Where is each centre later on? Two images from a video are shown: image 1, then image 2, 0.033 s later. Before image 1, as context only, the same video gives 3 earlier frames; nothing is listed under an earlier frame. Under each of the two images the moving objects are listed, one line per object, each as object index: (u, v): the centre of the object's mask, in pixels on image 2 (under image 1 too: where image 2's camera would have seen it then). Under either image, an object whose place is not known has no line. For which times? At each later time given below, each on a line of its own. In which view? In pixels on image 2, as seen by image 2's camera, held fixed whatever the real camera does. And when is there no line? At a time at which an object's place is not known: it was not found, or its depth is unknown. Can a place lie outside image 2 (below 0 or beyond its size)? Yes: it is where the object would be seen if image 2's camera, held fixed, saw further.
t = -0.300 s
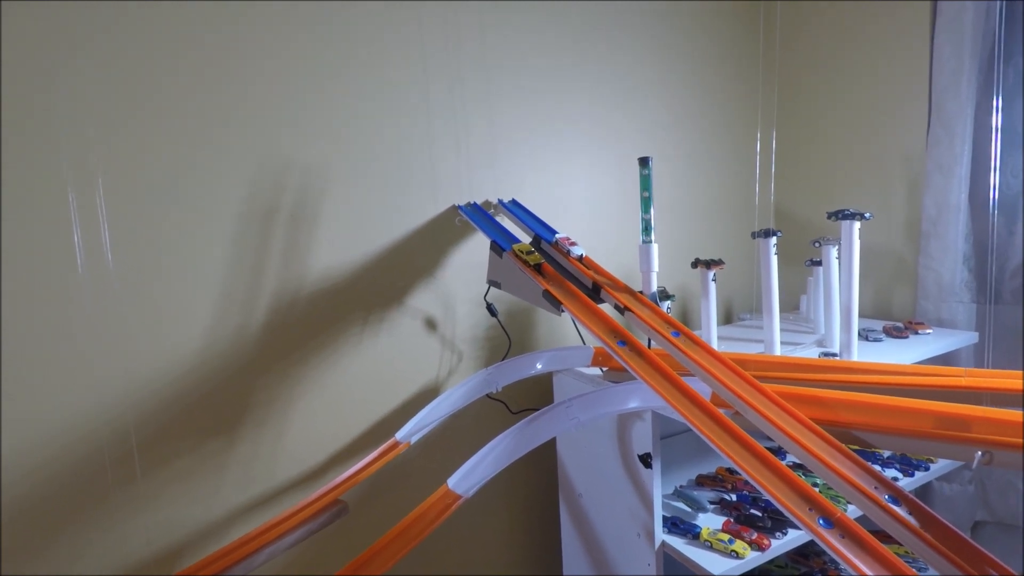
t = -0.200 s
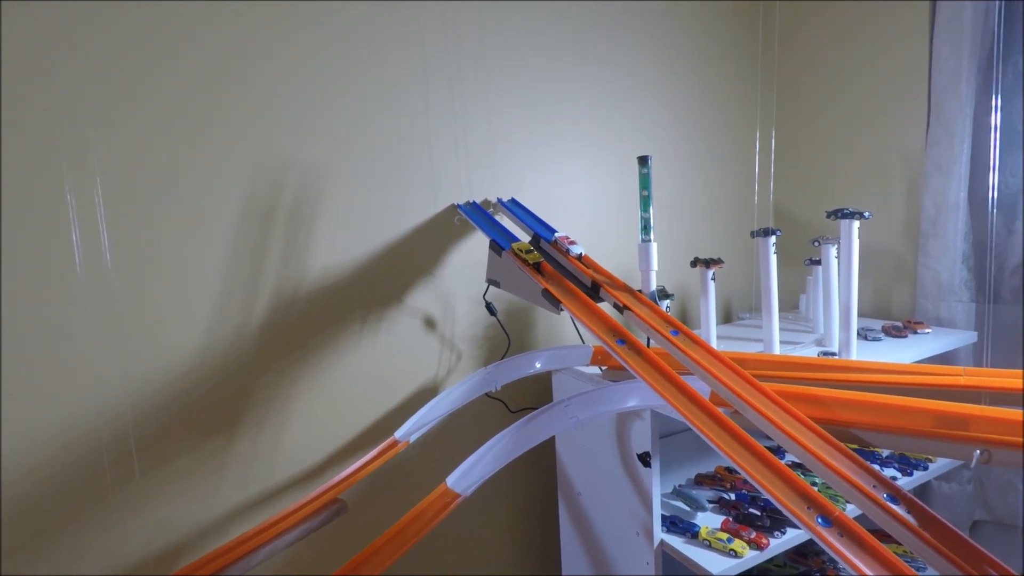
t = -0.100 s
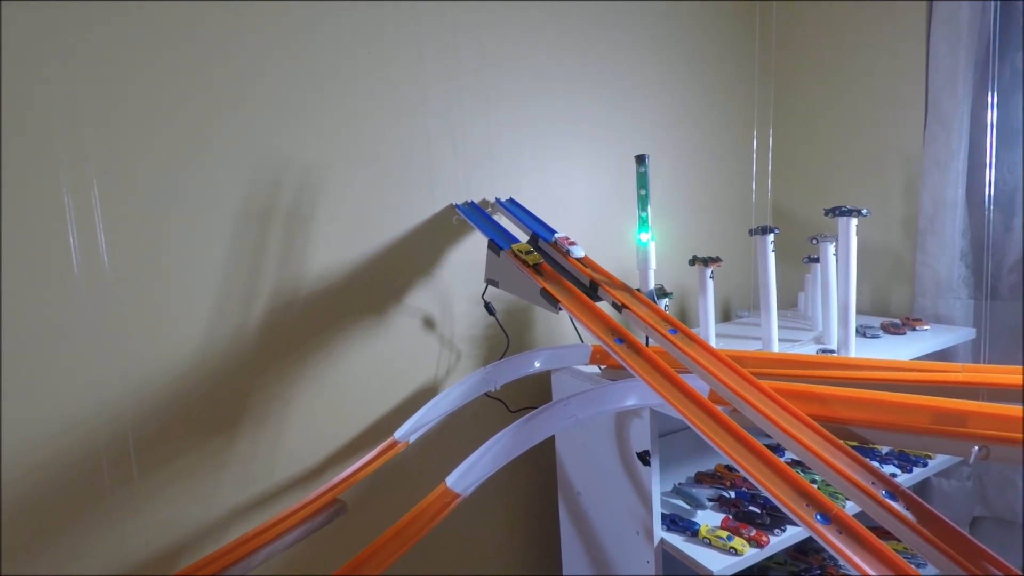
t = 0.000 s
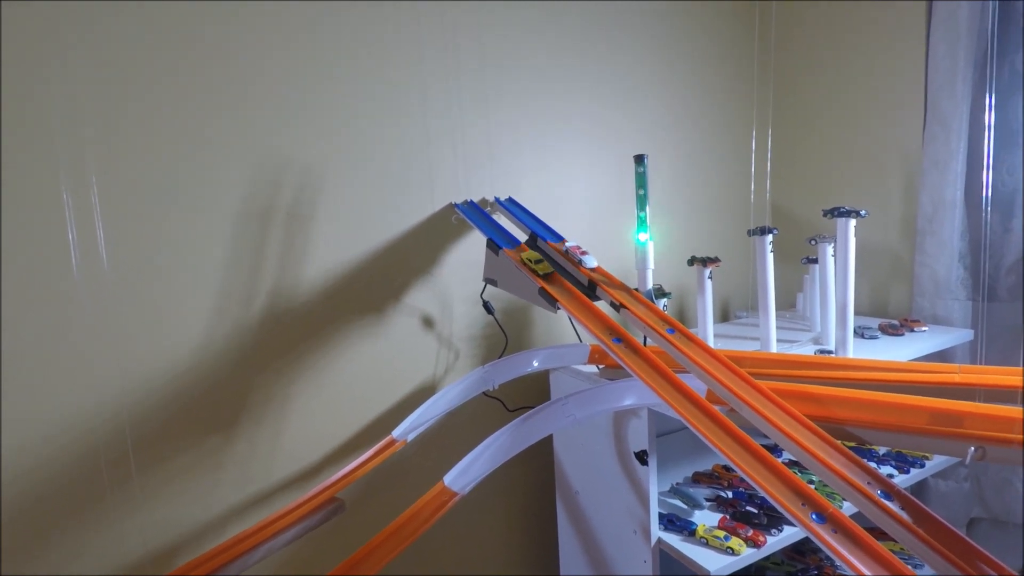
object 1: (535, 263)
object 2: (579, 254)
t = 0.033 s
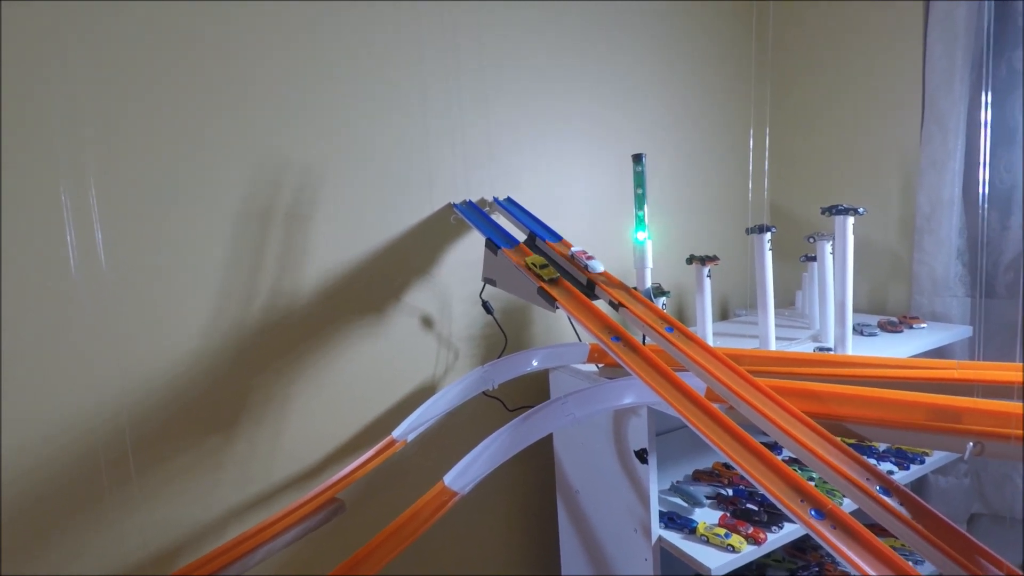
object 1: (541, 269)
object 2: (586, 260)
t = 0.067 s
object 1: (548, 274)
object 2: (595, 267)
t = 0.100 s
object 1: (558, 282)
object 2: (606, 275)
